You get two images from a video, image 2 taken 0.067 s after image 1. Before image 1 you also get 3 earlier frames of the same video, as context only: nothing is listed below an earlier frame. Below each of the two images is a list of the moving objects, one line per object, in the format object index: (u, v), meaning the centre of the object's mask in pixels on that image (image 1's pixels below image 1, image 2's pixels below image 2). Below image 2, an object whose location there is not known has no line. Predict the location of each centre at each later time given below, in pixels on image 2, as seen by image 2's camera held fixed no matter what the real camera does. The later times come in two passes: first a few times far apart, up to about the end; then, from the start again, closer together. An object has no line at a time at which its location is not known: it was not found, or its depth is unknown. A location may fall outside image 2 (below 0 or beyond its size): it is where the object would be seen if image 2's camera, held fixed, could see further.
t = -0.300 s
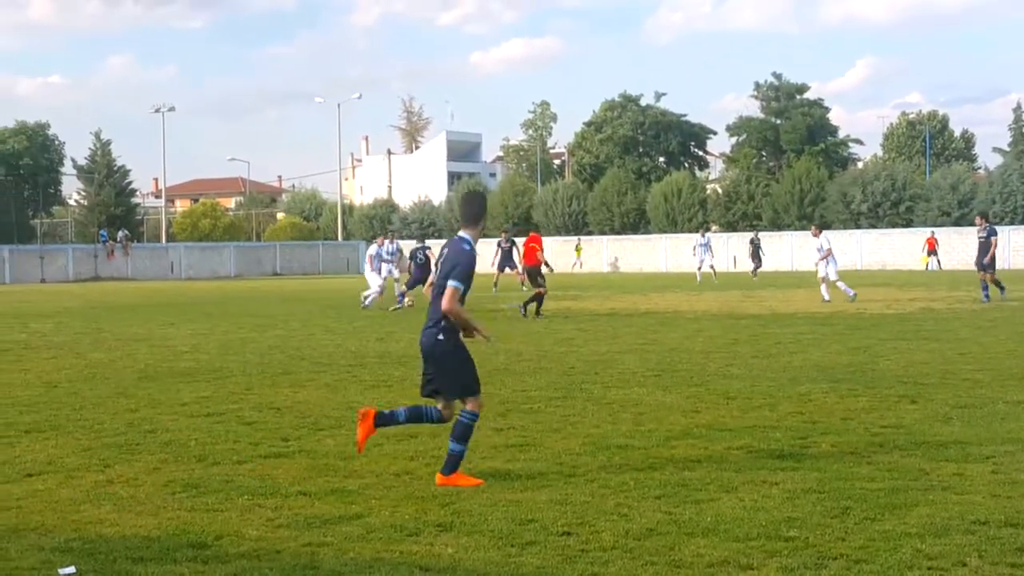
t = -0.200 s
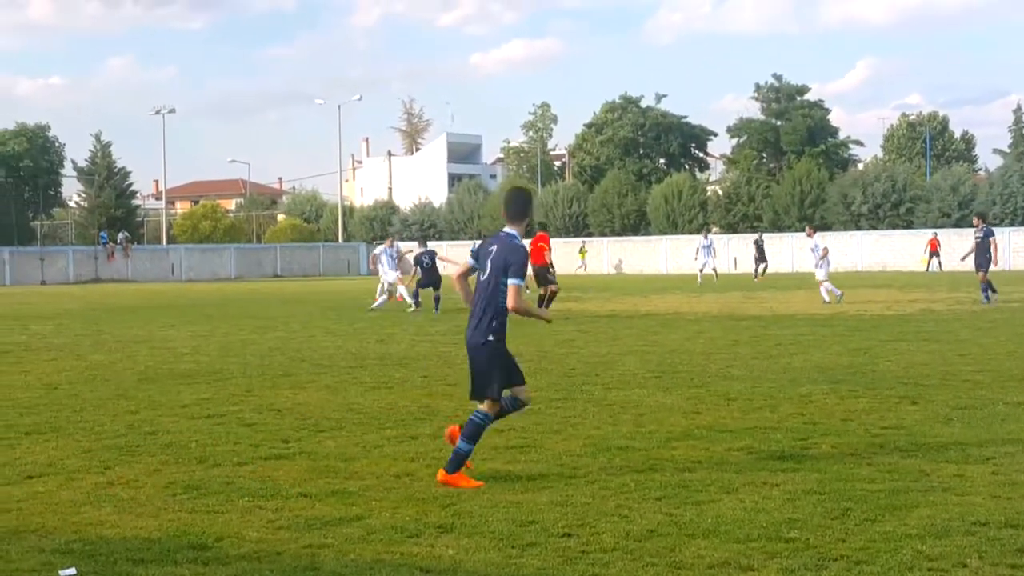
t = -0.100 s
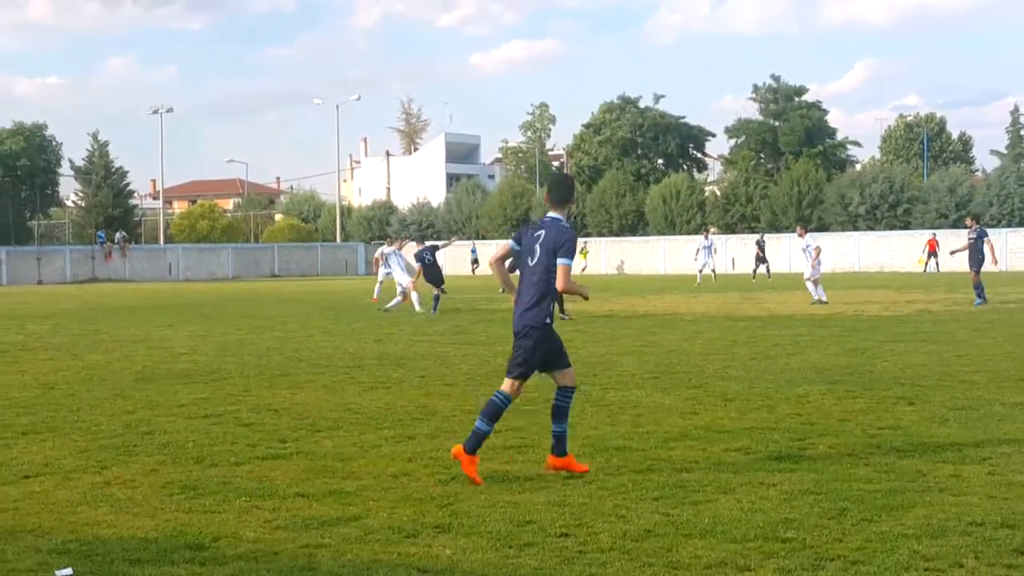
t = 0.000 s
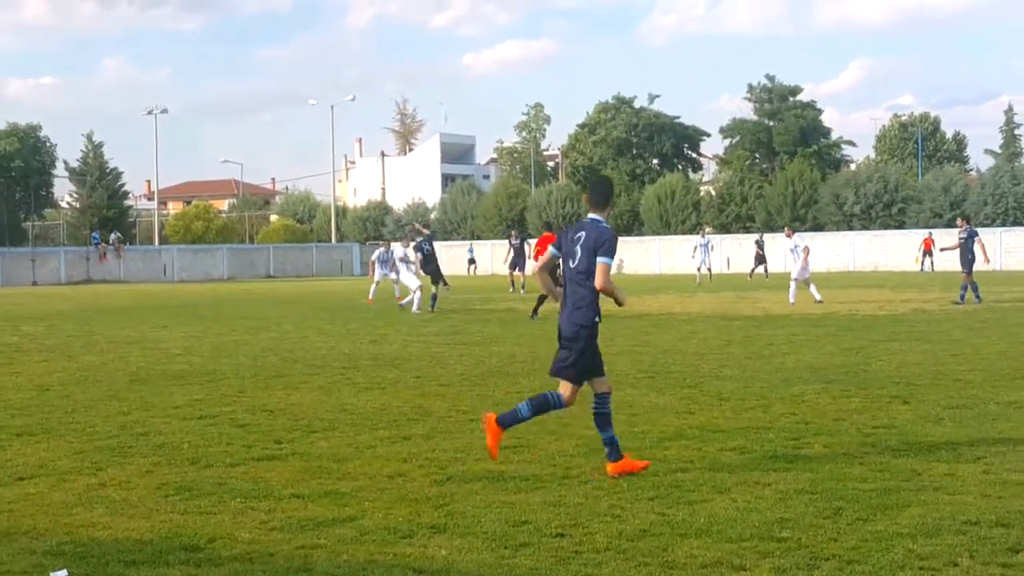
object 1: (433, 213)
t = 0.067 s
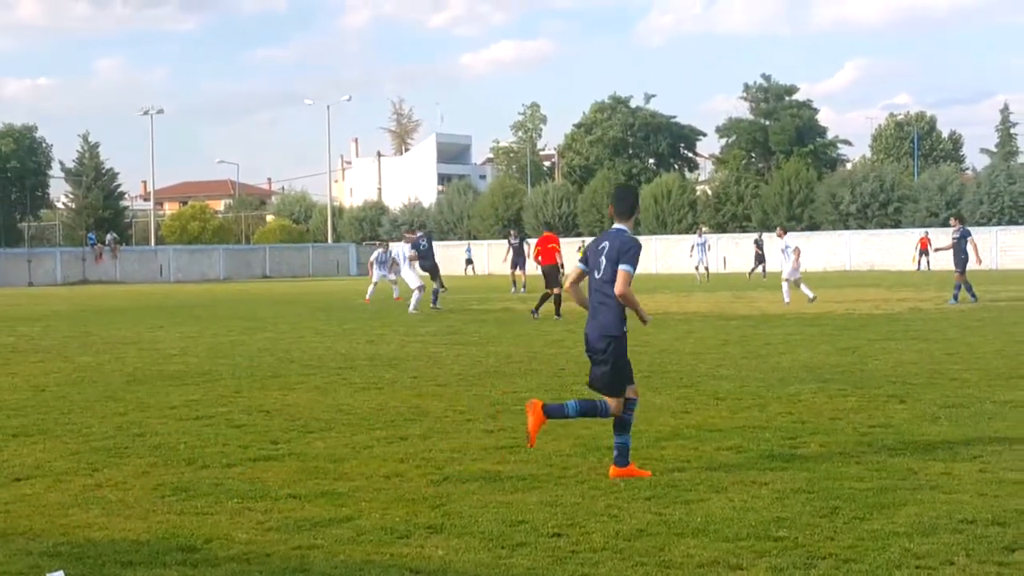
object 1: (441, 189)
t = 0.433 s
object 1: (487, 94)
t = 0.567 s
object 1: (503, 77)
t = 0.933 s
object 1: (544, 73)
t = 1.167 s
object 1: (568, 96)
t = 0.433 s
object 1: (487, 94)
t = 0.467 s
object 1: (492, 89)
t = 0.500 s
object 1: (495, 84)
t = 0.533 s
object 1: (499, 81)
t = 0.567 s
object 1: (503, 77)
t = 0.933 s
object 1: (544, 73)
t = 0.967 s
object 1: (547, 75)
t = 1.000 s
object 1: (551, 77)
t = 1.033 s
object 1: (554, 81)
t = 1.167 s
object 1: (568, 96)
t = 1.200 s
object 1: (571, 102)
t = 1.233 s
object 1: (575, 107)
